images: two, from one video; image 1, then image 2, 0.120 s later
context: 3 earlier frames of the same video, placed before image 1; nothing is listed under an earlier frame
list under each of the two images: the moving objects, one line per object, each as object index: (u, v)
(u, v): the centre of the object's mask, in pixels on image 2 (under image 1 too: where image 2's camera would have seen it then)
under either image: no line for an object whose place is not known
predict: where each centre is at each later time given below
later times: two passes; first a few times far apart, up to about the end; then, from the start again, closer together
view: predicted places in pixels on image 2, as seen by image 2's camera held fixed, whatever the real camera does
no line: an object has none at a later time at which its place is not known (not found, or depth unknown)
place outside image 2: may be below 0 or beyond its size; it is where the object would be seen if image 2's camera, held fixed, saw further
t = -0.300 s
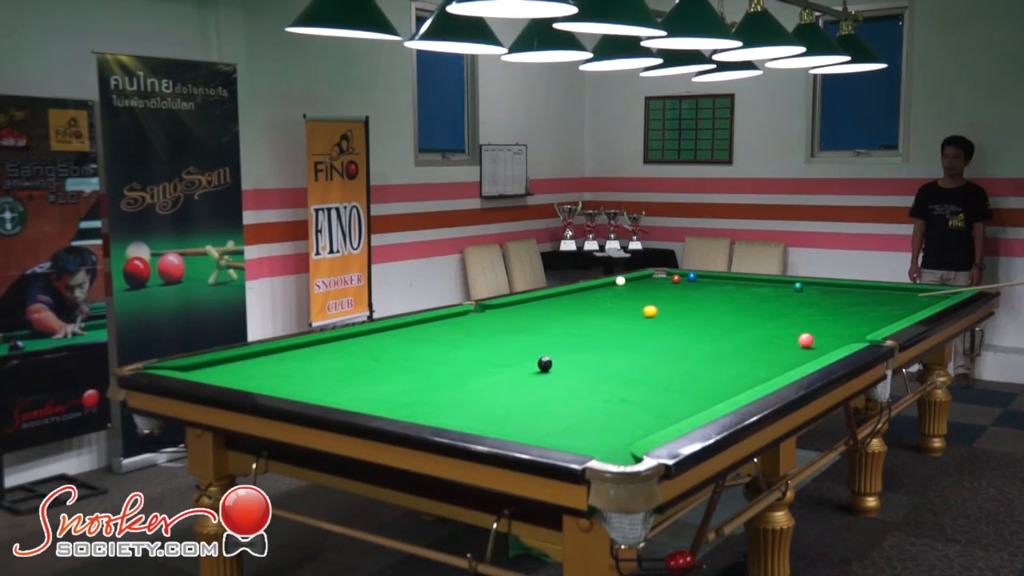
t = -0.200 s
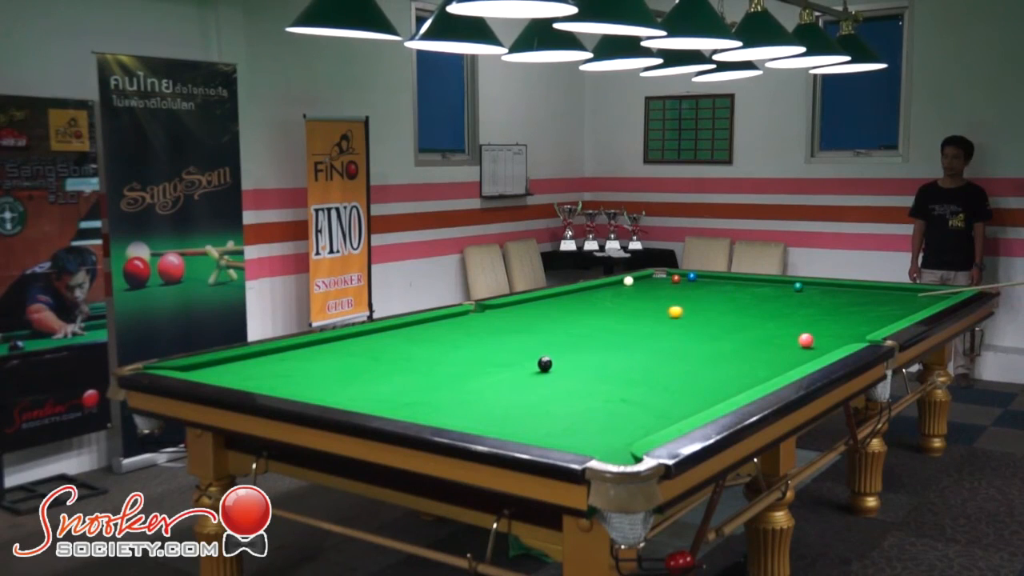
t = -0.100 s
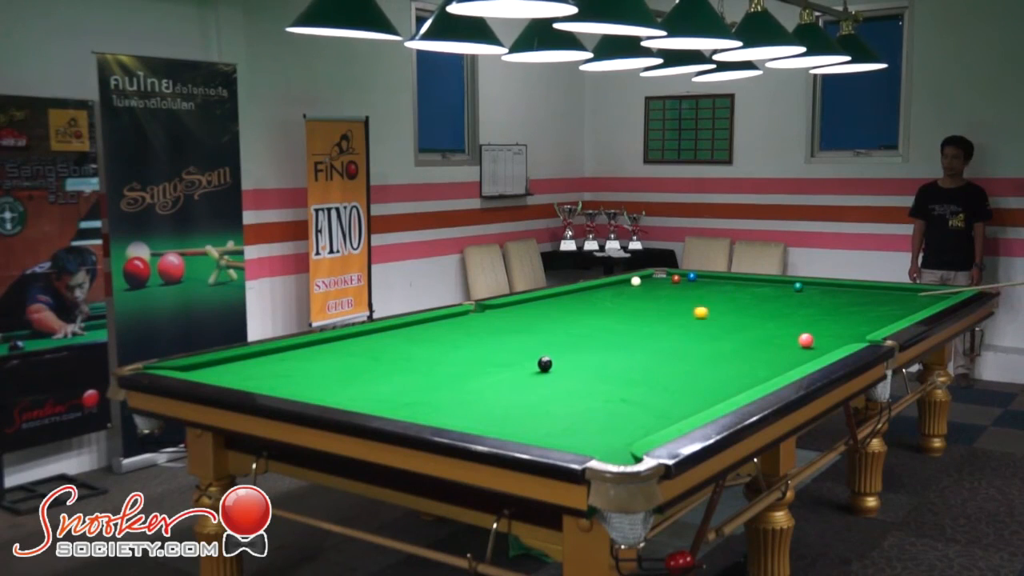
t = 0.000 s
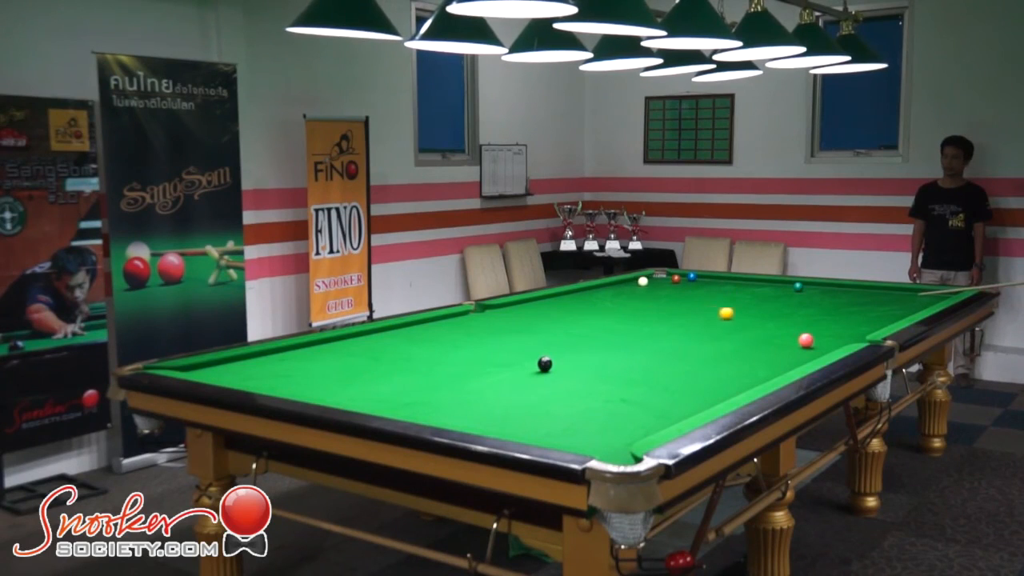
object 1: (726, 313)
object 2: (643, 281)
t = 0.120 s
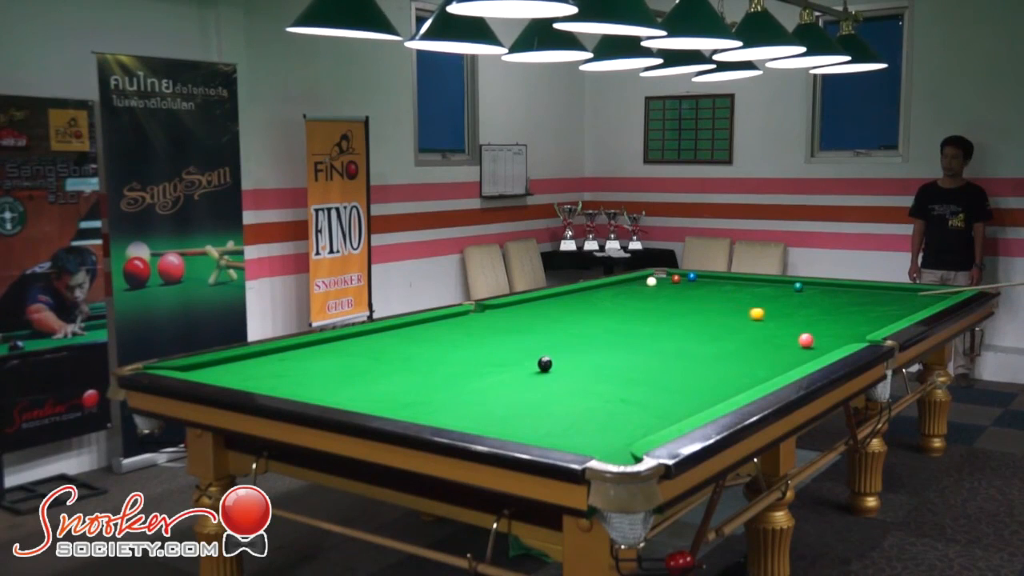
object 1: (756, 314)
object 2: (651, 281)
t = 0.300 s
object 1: (802, 315)
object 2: (663, 281)
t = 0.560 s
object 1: (869, 316)
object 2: (680, 282)
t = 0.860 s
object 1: (884, 314)
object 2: (698, 282)
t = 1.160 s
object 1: (850, 308)
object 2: (714, 282)
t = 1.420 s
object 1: (825, 304)
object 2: (726, 283)
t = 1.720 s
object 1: (798, 299)
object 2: (739, 283)
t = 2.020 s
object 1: (775, 295)
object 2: (750, 283)
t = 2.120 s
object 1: (768, 294)
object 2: (753, 283)
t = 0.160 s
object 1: (767, 314)
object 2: (654, 281)
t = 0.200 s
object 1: (777, 314)
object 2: (656, 281)
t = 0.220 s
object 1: (782, 314)
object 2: (658, 281)
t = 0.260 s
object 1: (792, 314)
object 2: (660, 281)
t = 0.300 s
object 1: (802, 315)
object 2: (663, 281)
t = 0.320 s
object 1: (808, 315)
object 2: (665, 281)
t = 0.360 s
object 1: (818, 315)
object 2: (667, 281)
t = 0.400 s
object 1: (828, 315)
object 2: (670, 281)
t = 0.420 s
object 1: (833, 315)
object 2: (671, 281)
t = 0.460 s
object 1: (843, 316)
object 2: (673, 281)
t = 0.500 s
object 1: (853, 316)
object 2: (676, 281)
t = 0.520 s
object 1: (859, 316)
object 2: (678, 282)
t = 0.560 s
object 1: (869, 316)
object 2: (680, 282)
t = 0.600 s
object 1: (879, 316)
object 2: (682, 282)
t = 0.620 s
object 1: (884, 316)
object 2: (684, 282)
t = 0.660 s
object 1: (894, 316)
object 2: (686, 282)
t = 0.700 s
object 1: (903, 315)
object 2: (688, 282)
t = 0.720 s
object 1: (902, 315)
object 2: (689, 282)
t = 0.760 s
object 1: (896, 315)
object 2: (692, 282)
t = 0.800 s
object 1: (891, 315)
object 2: (694, 282)
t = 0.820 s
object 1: (889, 314)
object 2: (695, 282)
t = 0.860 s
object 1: (884, 314)
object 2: (698, 282)
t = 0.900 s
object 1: (879, 313)
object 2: (700, 282)
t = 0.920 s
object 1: (877, 313)
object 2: (701, 282)
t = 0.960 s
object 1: (872, 312)
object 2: (703, 282)
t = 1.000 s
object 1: (868, 311)
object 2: (705, 282)
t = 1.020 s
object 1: (865, 311)
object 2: (706, 282)
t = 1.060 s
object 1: (861, 310)
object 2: (709, 282)
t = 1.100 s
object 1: (856, 309)
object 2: (711, 282)
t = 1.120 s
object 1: (854, 309)
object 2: (712, 282)
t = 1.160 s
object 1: (850, 308)
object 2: (714, 282)
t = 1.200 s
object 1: (846, 307)
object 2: (716, 282)
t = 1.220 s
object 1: (844, 307)
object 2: (717, 282)
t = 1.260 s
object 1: (840, 307)
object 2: (719, 282)
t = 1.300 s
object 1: (836, 306)
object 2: (721, 282)
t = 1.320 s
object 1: (834, 305)
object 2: (722, 283)
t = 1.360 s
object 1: (830, 305)
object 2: (723, 283)
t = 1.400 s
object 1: (826, 304)
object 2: (726, 283)
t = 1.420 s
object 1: (825, 304)
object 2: (726, 283)
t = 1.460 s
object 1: (821, 303)
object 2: (728, 283)
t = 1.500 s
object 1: (817, 302)
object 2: (730, 283)
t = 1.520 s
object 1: (815, 302)
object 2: (731, 283)
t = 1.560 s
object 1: (812, 301)
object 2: (732, 283)
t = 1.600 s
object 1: (808, 301)
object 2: (734, 283)
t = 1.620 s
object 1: (807, 301)
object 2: (735, 283)
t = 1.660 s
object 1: (803, 300)
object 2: (737, 283)
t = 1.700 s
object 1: (800, 300)
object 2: (738, 283)
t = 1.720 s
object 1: (798, 299)
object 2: (739, 283)
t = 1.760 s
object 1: (795, 299)
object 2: (741, 283)
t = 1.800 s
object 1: (792, 298)
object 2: (742, 283)
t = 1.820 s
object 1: (790, 298)
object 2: (743, 283)
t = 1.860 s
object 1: (787, 297)
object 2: (744, 283)
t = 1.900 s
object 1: (784, 297)
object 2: (746, 283)
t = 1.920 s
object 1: (782, 296)
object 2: (747, 283)
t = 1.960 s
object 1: (779, 296)
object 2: (748, 283)
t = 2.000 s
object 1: (776, 295)
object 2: (749, 283)
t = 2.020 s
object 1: (775, 295)
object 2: (750, 283)
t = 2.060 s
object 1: (772, 295)
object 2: (751, 283)
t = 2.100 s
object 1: (769, 294)
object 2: (753, 283)
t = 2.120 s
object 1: (768, 294)
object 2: (753, 283)
